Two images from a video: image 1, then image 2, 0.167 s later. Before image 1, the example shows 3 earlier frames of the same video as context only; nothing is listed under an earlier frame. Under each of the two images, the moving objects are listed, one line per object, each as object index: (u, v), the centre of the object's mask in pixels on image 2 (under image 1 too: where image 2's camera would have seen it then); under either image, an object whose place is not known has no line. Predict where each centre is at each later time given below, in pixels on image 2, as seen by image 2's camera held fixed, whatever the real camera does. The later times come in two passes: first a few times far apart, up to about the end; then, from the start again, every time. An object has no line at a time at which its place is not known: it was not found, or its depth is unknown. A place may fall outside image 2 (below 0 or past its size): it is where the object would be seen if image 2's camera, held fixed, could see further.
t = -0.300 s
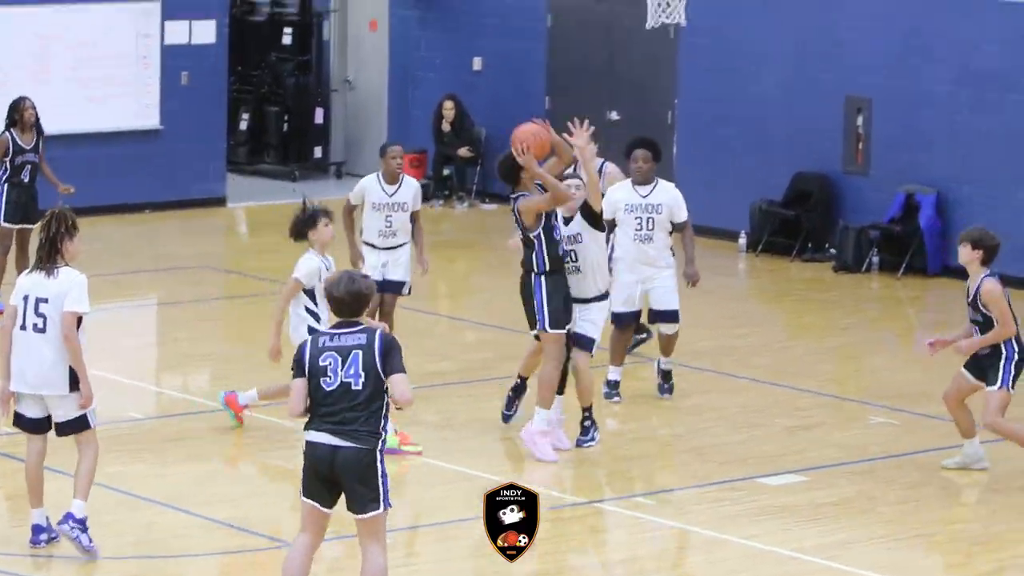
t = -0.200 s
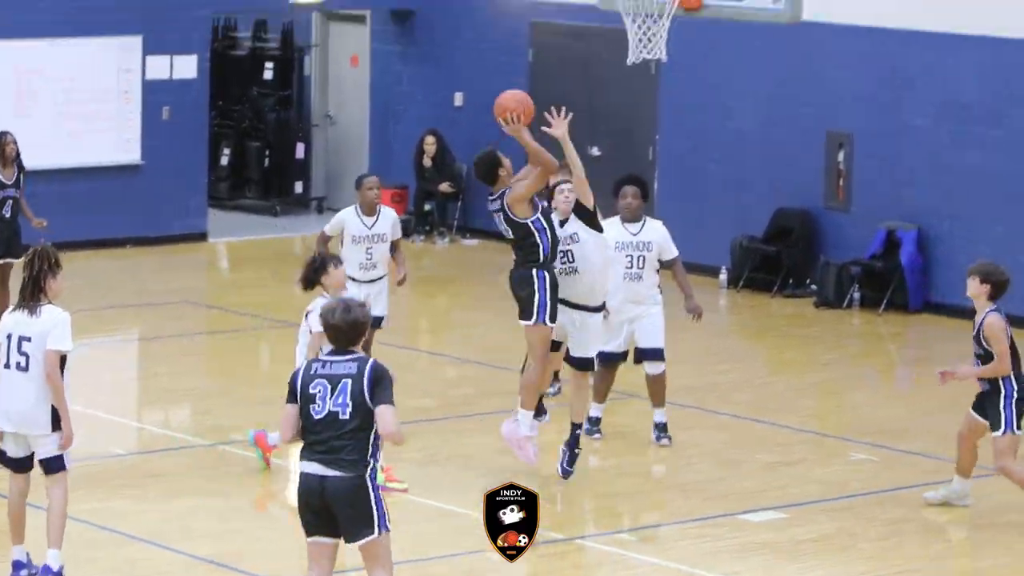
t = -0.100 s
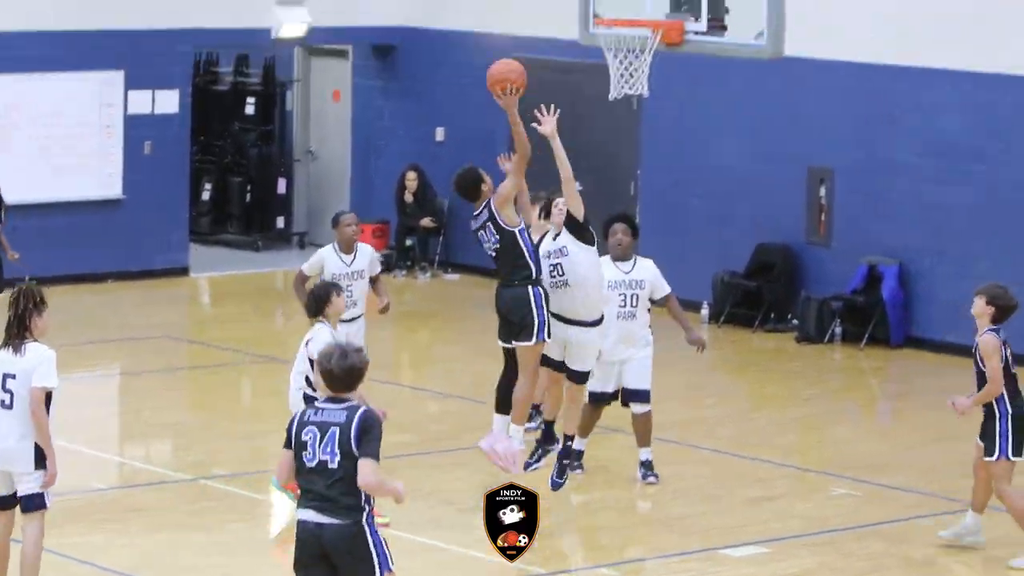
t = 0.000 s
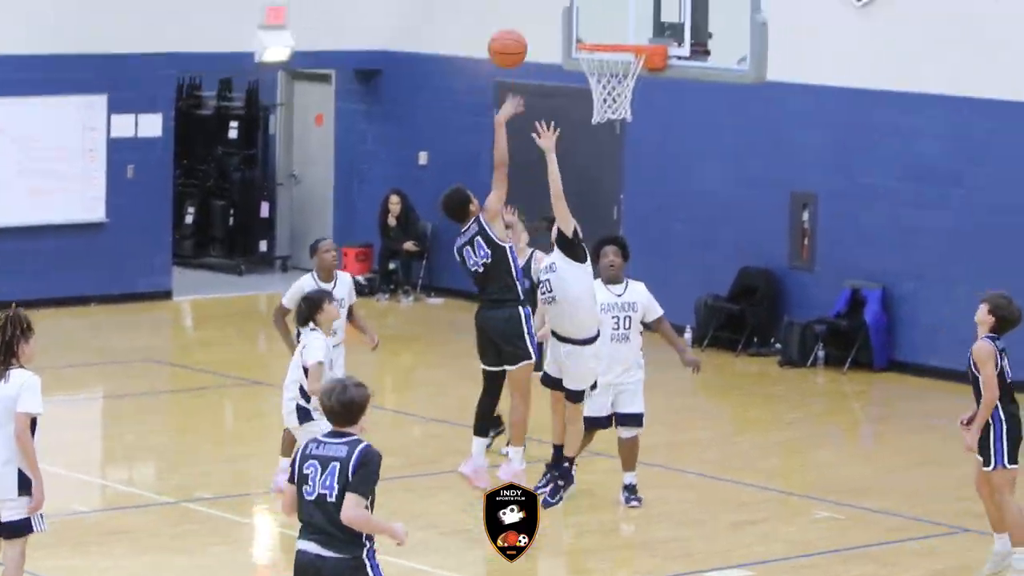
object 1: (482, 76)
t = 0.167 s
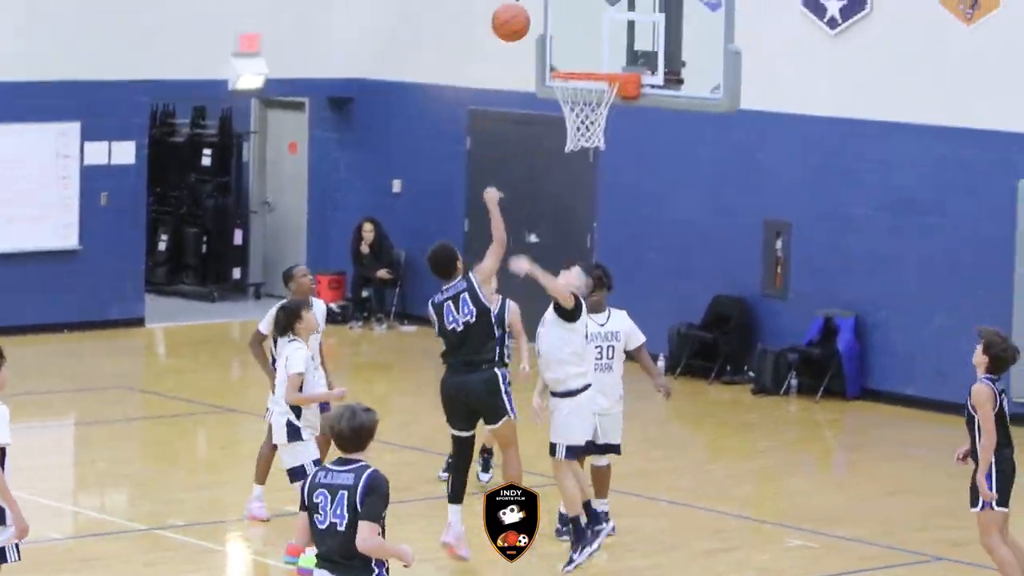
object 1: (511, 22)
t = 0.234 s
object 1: (521, 13)
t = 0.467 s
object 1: (557, 37)
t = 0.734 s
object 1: (569, 148)
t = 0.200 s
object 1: (516, 17)
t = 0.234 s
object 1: (521, 13)
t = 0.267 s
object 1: (527, 12)
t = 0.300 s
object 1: (532, 12)
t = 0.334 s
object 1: (537, 13)
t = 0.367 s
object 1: (542, 17)
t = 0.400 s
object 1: (547, 22)
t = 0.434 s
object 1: (551, 29)
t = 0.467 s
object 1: (557, 37)
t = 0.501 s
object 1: (562, 47)
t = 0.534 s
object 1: (567, 60)
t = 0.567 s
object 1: (571, 72)
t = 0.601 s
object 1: (571, 84)
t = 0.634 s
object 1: (572, 97)
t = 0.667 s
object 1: (571, 112)
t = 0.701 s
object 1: (569, 129)
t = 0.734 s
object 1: (569, 148)
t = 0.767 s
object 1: (568, 168)
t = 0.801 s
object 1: (567, 190)
